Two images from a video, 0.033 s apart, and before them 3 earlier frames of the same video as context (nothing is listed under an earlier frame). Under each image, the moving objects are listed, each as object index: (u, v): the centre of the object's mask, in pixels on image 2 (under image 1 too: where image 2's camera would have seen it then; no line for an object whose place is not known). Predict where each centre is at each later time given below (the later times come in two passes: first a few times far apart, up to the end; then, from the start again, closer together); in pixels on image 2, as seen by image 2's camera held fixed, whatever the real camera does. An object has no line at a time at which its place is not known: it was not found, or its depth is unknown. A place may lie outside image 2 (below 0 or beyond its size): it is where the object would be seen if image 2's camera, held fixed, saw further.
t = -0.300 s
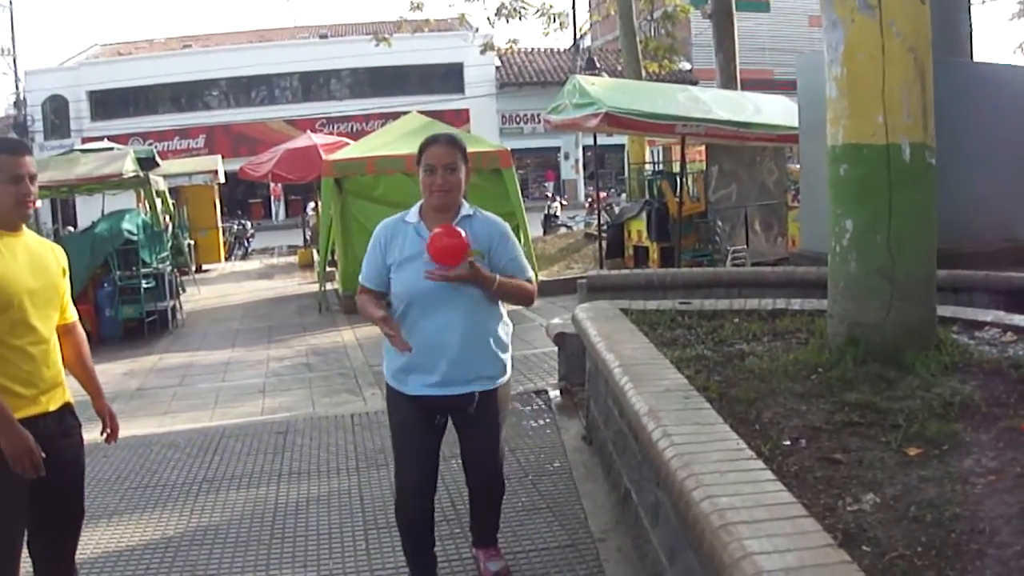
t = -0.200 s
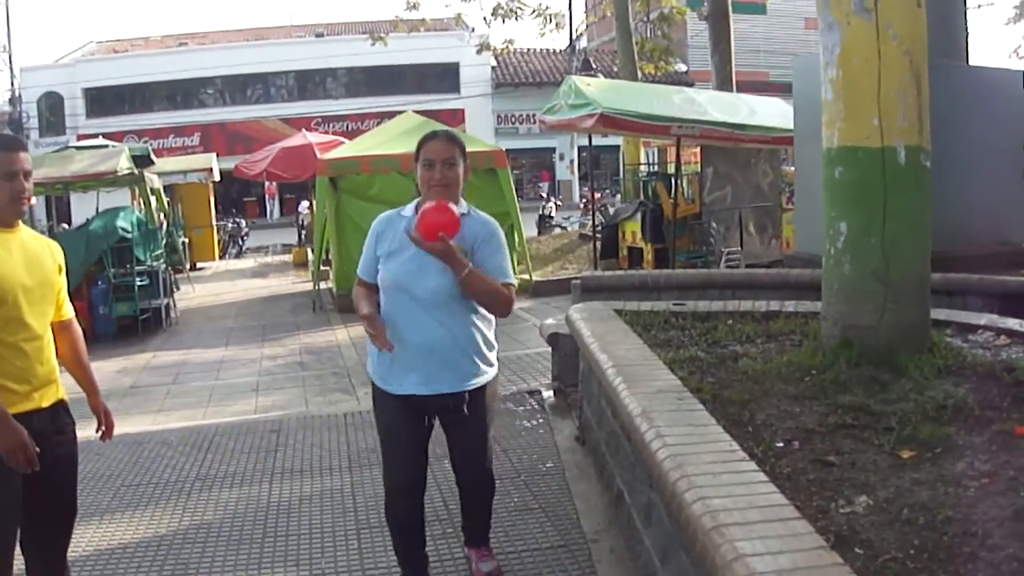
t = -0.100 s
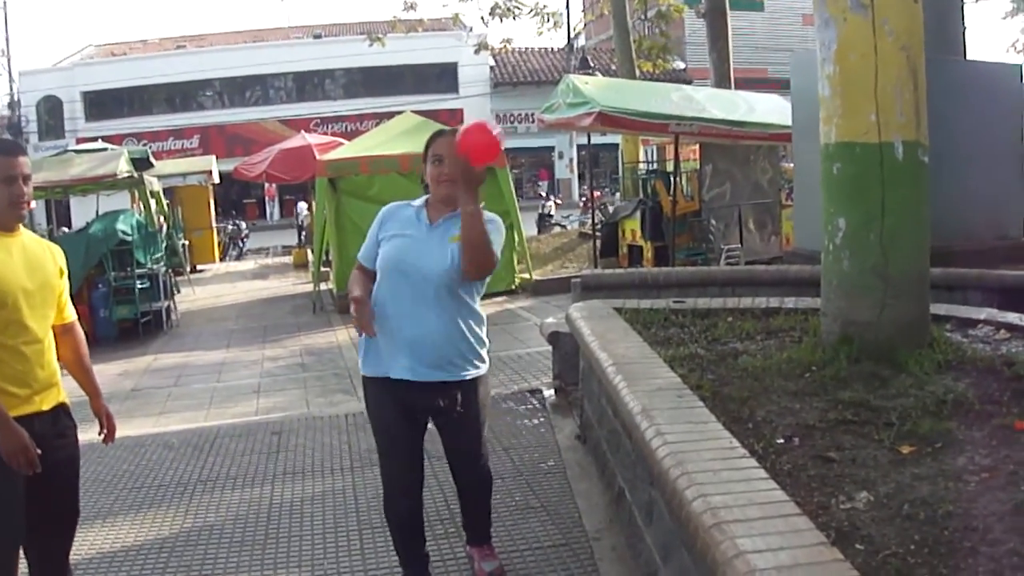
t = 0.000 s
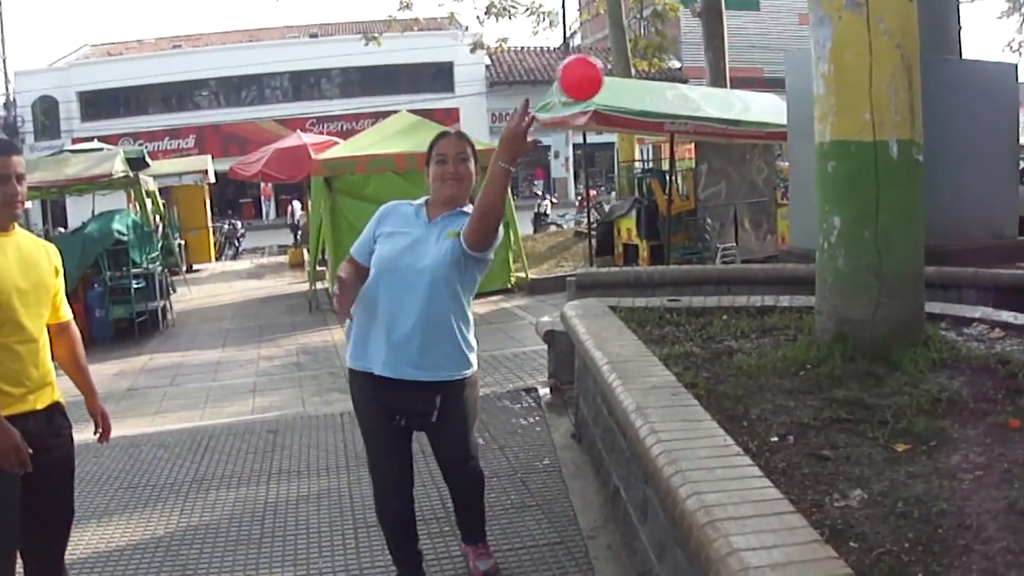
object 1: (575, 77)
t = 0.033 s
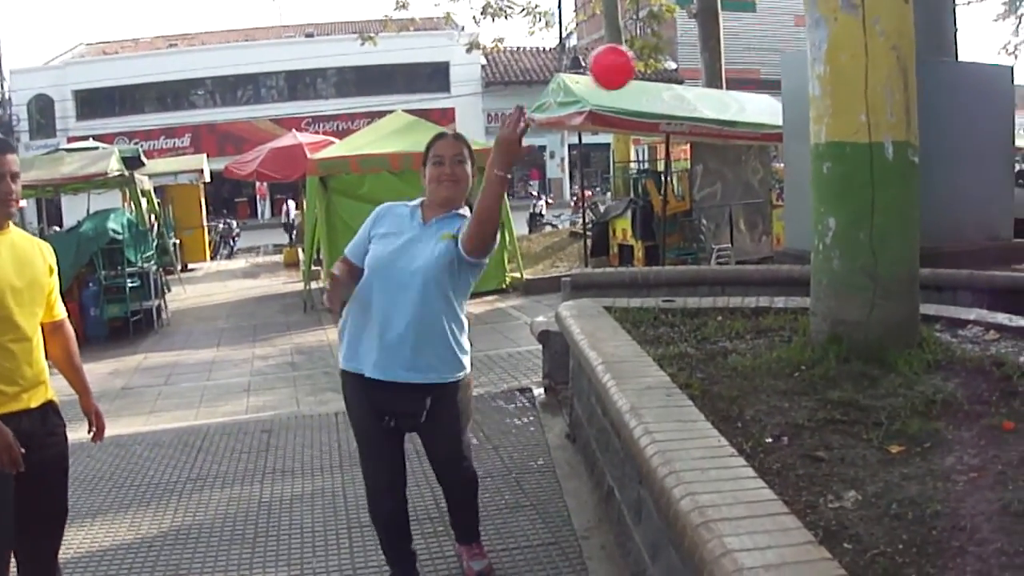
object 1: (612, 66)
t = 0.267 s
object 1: (843, 96)
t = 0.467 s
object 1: (997, 241)
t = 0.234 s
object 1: (812, 82)
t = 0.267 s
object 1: (843, 96)
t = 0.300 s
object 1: (872, 113)
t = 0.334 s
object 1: (901, 132)
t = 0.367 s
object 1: (927, 155)
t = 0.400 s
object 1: (952, 181)
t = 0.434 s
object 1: (975, 210)
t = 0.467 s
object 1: (997, 241)
